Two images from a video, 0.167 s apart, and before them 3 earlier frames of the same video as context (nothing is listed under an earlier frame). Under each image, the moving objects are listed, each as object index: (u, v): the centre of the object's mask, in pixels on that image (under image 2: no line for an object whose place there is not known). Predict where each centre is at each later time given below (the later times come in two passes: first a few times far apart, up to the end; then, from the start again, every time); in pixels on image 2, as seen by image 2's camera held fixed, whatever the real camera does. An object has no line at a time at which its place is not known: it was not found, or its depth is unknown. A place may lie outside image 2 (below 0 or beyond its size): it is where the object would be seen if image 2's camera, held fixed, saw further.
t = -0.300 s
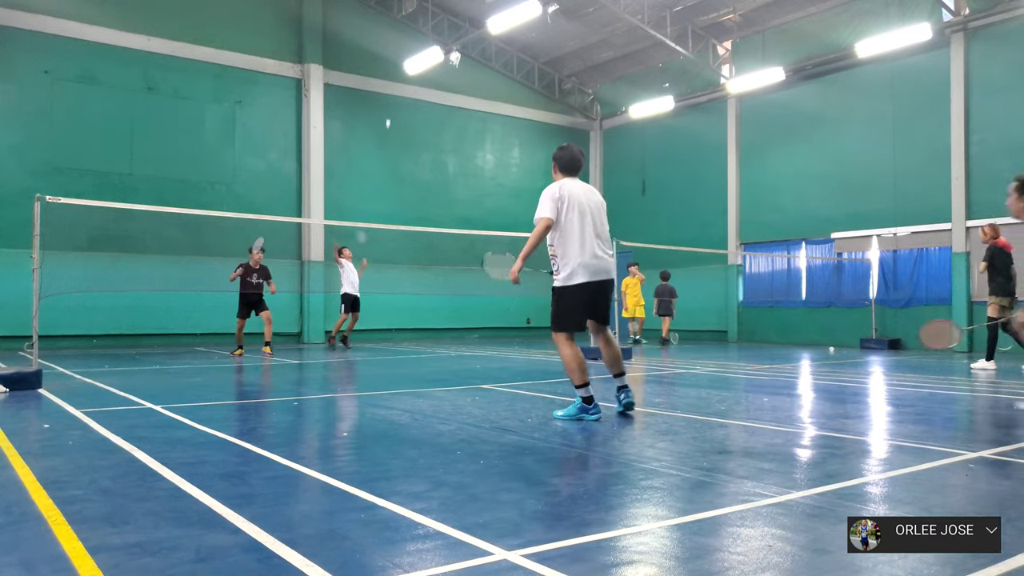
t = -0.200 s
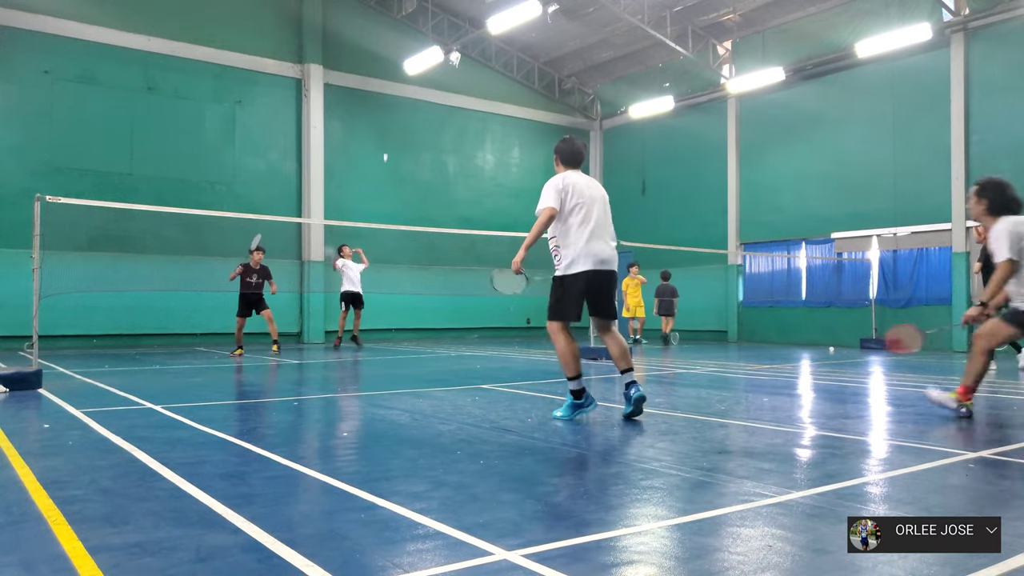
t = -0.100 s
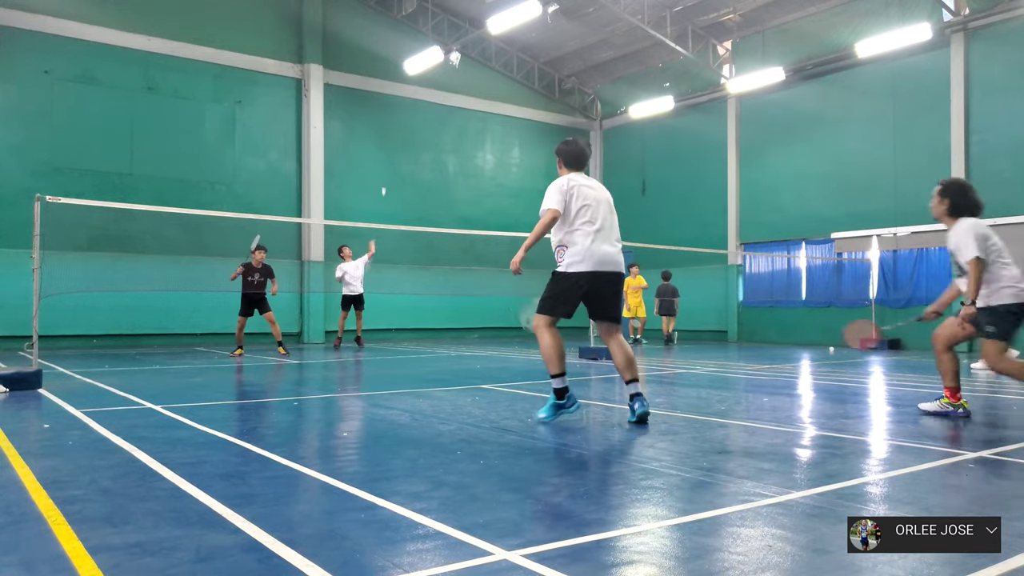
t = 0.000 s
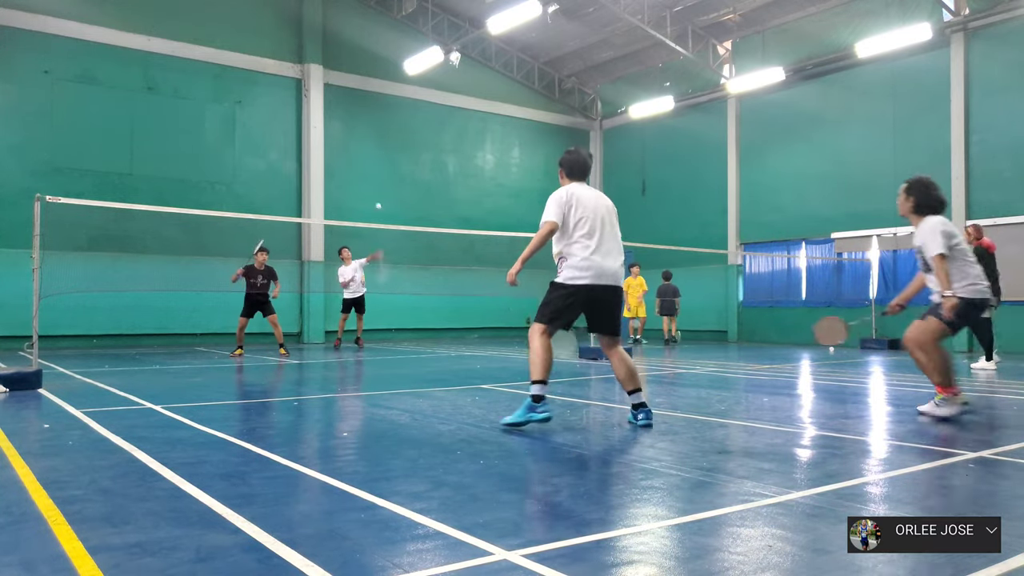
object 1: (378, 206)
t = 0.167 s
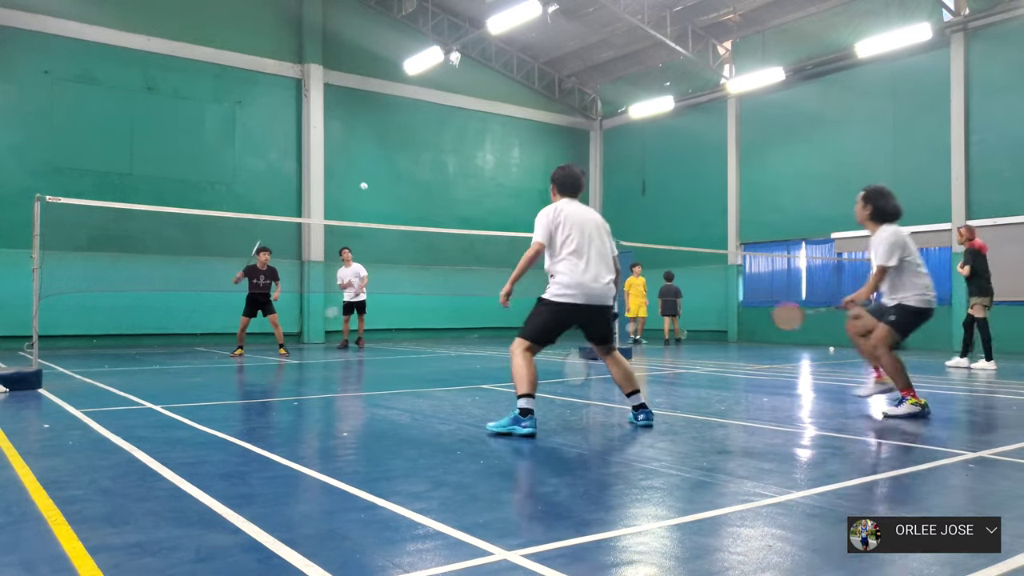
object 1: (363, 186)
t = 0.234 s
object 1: (357, 184)
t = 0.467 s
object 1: (327, 217)
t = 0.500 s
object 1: (321, 230)
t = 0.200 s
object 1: (360, 184)
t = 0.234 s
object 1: (357, 184)
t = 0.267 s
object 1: (353, 184)
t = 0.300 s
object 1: (350, 185)
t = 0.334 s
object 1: (346, 188)
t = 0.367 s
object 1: (341, 193)
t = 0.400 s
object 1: (337, 199)
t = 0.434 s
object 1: (332, 208)
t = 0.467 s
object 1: (327, 217)
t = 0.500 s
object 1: (321, 230)
